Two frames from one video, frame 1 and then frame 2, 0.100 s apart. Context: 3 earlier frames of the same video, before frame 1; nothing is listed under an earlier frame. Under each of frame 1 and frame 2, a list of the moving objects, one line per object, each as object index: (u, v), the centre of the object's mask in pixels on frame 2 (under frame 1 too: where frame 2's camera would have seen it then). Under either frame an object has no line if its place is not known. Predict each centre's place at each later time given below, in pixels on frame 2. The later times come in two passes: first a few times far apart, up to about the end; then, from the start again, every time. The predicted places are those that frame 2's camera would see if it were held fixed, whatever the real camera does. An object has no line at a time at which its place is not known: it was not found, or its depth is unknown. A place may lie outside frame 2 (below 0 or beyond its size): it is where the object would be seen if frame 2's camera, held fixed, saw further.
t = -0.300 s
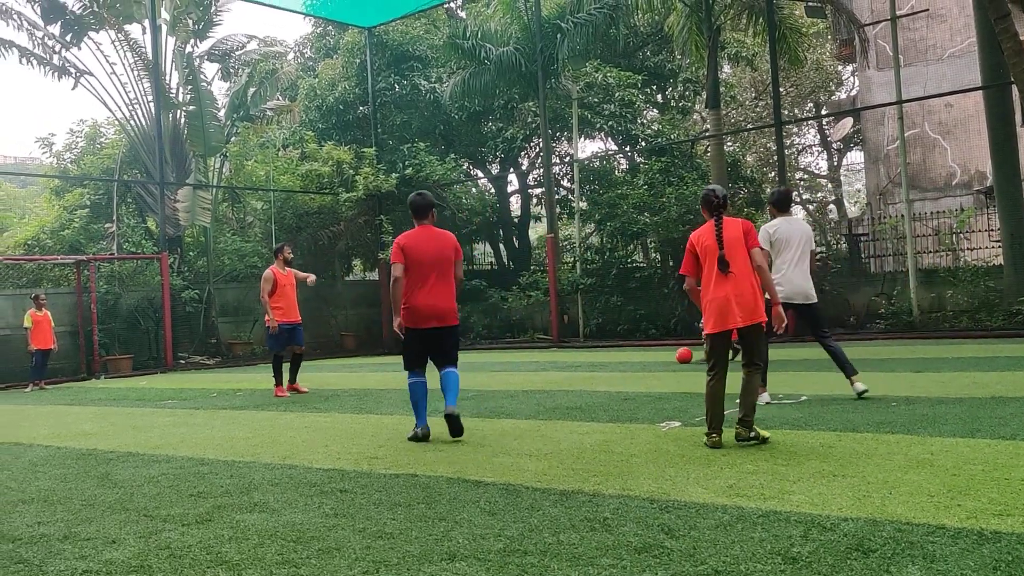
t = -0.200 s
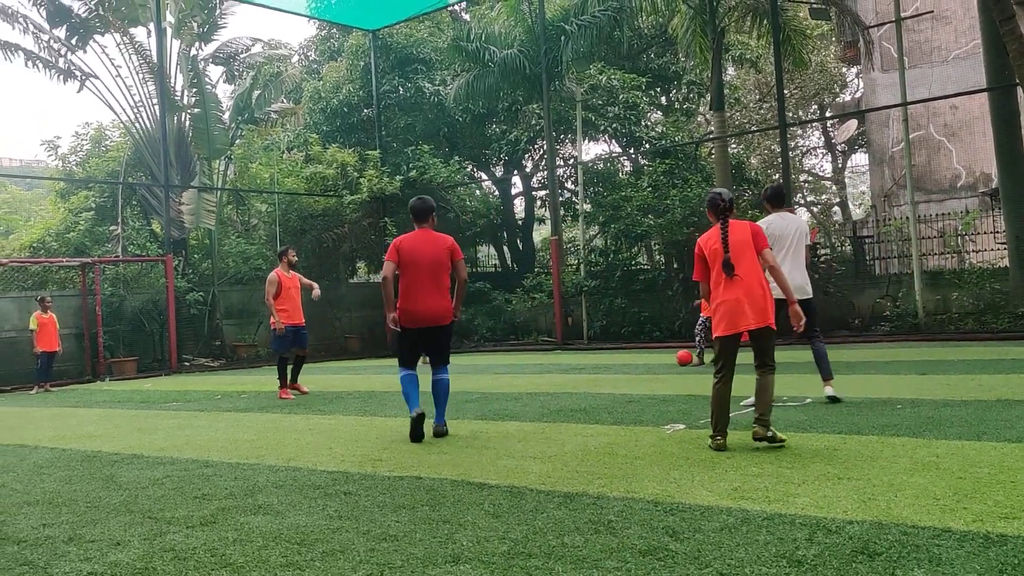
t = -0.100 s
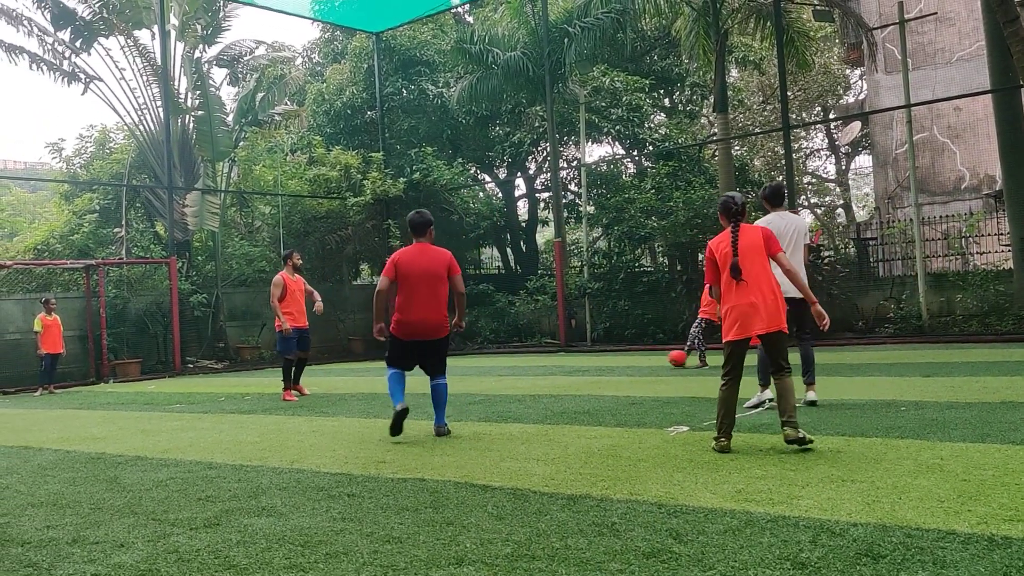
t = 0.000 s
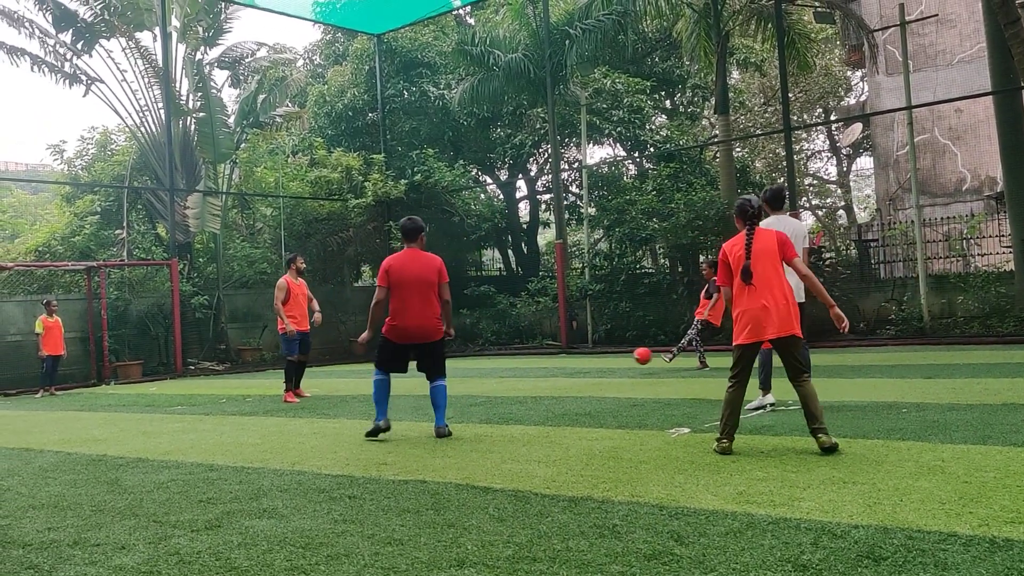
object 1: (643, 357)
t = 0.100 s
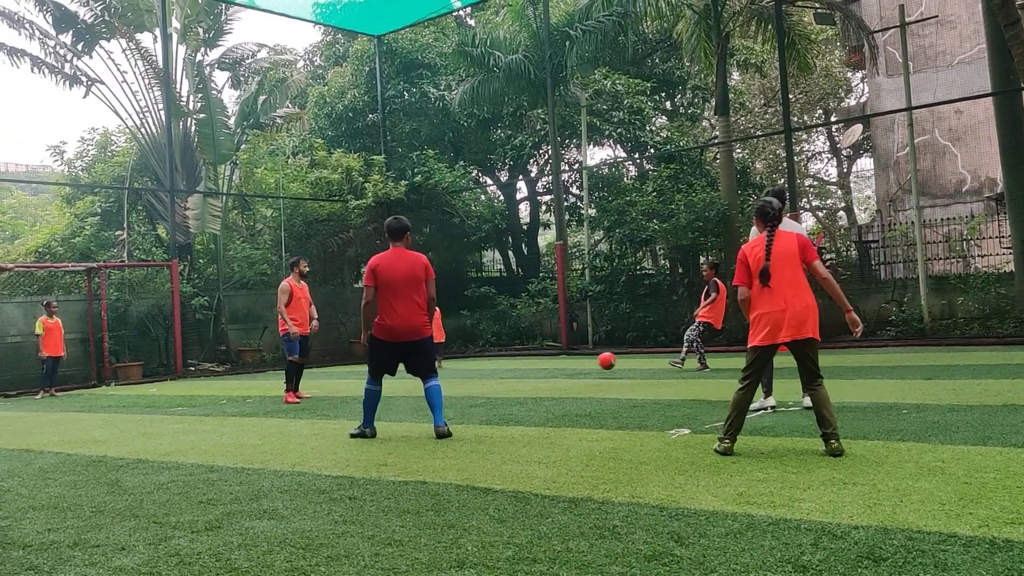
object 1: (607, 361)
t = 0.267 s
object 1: (550, 370)
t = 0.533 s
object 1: (472, 379)
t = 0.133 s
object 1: (595, 364)
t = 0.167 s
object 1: (583, 368)
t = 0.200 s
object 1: (570, 373)
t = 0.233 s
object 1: (560, 372)
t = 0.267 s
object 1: (550, 370)
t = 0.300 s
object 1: (540, 370)
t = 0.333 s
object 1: (529, 370)
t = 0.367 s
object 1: (519, 372)
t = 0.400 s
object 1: (509, 375)
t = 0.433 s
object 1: (499, 378)
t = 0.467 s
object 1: (490, 381)
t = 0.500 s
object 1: (481, 379)
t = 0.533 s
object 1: (472, 379)
